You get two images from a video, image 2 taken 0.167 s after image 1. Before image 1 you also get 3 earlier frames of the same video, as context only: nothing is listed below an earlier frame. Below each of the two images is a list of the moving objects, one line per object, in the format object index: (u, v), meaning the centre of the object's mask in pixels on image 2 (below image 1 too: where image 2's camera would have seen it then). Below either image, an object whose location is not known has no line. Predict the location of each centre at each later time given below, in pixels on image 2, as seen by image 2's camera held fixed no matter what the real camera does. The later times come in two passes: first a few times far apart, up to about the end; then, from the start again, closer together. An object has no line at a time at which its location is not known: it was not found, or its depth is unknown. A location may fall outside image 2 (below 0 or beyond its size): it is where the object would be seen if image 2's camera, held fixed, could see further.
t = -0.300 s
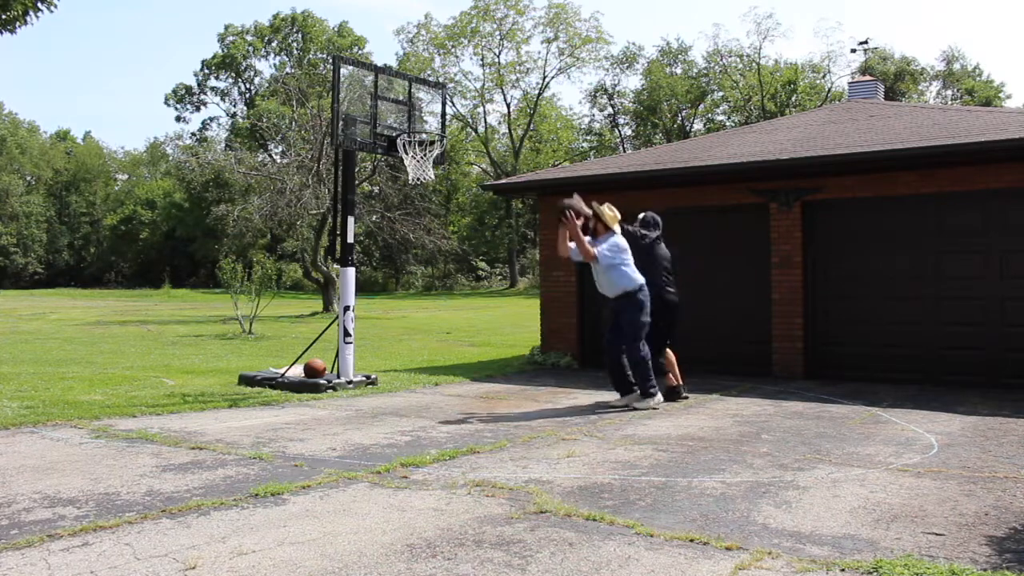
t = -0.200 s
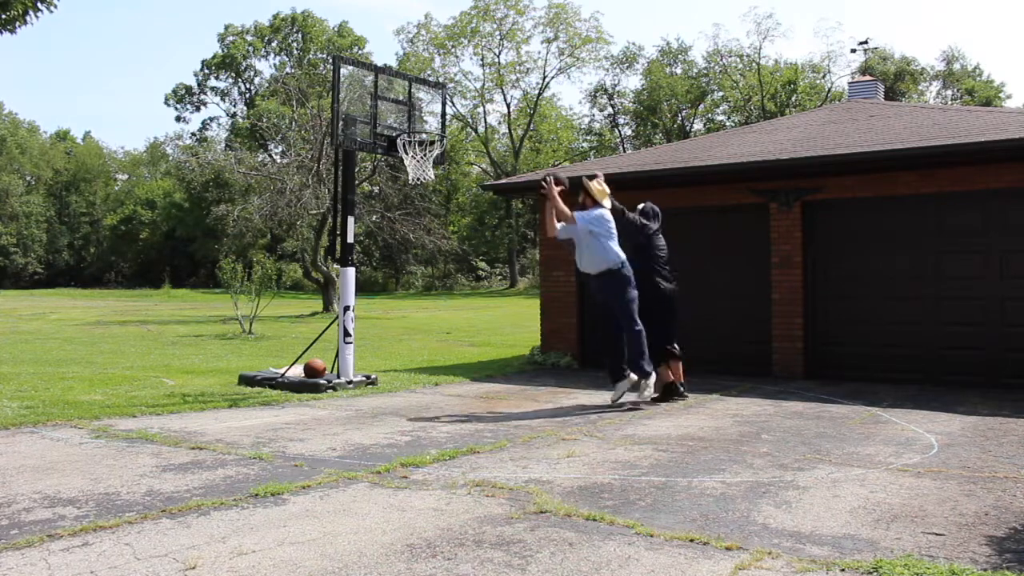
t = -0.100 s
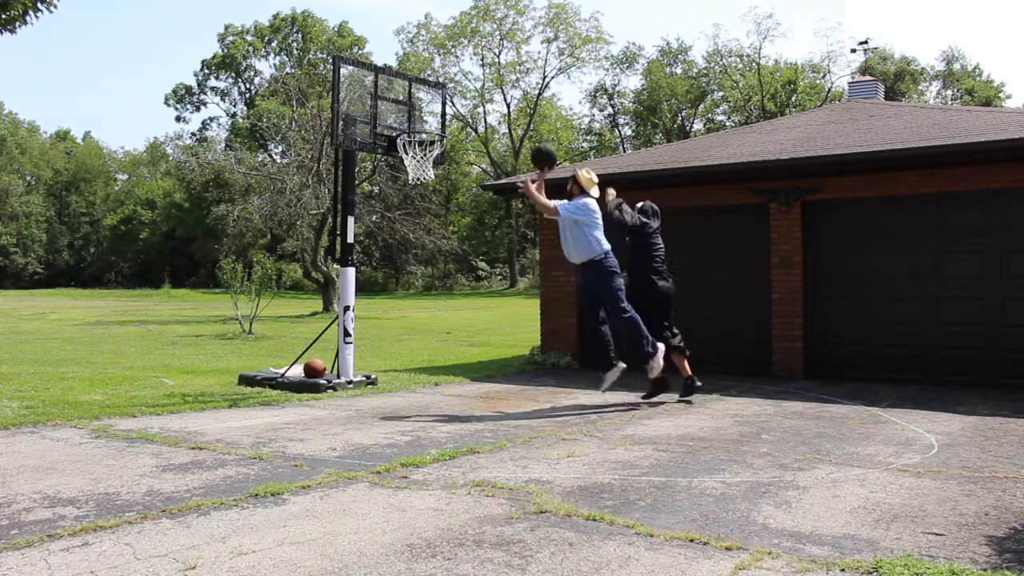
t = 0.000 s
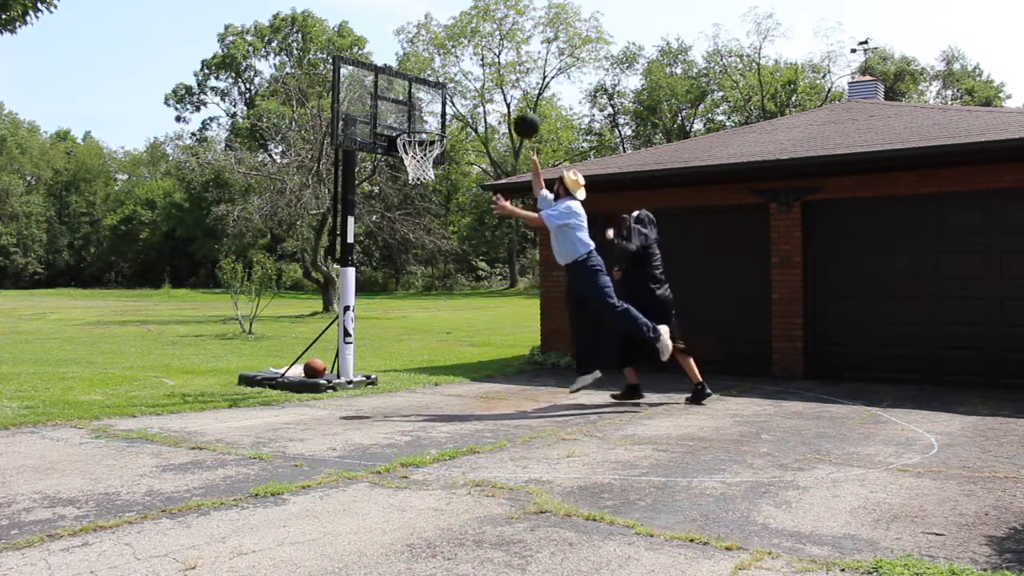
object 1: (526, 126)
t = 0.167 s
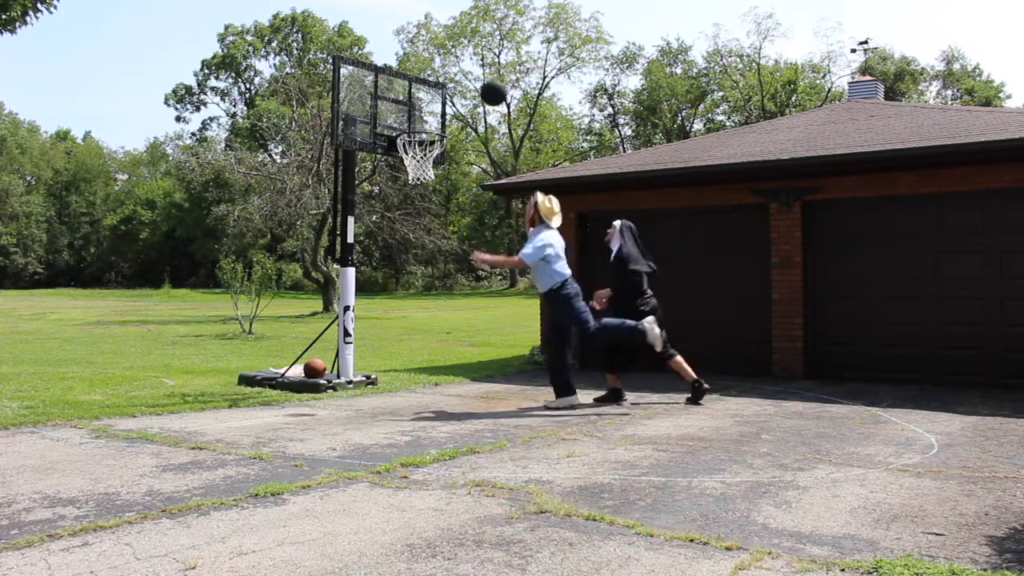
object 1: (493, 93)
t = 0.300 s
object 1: (468, 90)
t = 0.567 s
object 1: (423, 133)
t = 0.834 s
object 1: (399, 190)
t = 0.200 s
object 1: (487, 90)
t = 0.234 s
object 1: (481, 89)
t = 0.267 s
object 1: (474, 89)
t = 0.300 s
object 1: (468, 90)
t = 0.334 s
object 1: (463, 92)
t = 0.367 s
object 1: (457, 95)
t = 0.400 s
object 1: (451, 99)
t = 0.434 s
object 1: (445, 104)
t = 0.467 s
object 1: (440, 110)
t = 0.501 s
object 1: (435, 117)
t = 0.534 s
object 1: (428, 124)
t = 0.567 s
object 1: (423, 133)
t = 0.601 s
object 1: (418, 141)
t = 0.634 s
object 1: (418, 143)
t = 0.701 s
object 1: (405, 167)
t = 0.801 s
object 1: (400, 182)
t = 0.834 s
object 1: (399, 190)
